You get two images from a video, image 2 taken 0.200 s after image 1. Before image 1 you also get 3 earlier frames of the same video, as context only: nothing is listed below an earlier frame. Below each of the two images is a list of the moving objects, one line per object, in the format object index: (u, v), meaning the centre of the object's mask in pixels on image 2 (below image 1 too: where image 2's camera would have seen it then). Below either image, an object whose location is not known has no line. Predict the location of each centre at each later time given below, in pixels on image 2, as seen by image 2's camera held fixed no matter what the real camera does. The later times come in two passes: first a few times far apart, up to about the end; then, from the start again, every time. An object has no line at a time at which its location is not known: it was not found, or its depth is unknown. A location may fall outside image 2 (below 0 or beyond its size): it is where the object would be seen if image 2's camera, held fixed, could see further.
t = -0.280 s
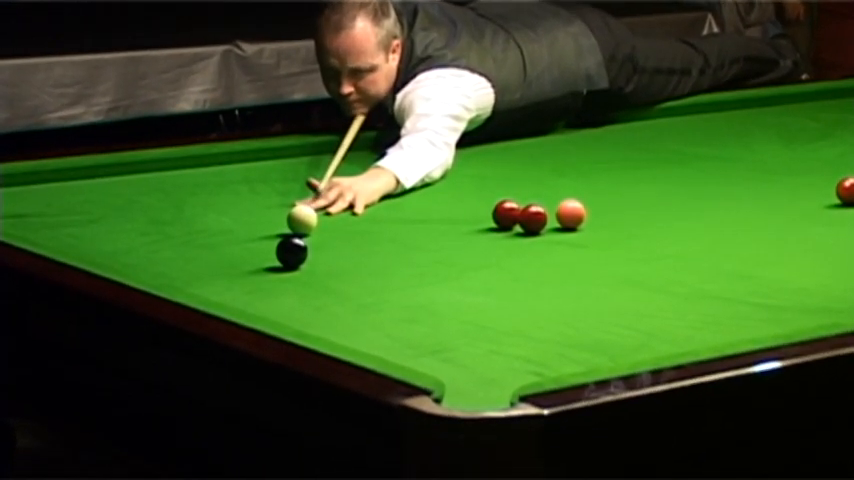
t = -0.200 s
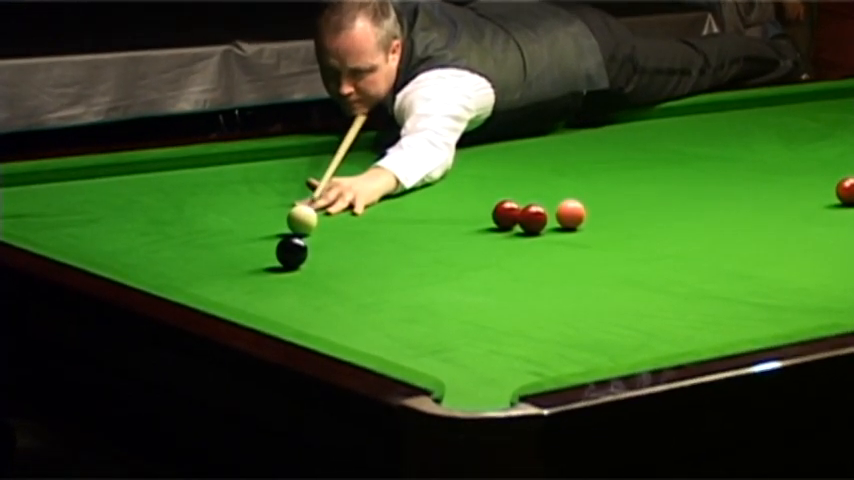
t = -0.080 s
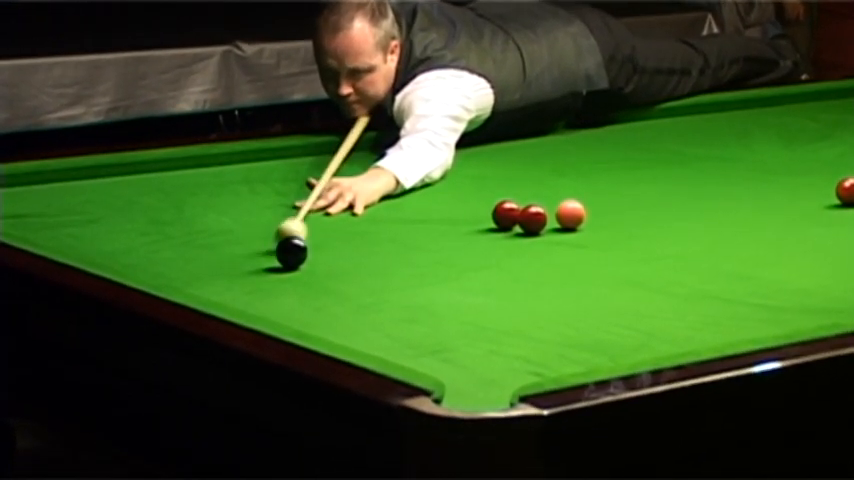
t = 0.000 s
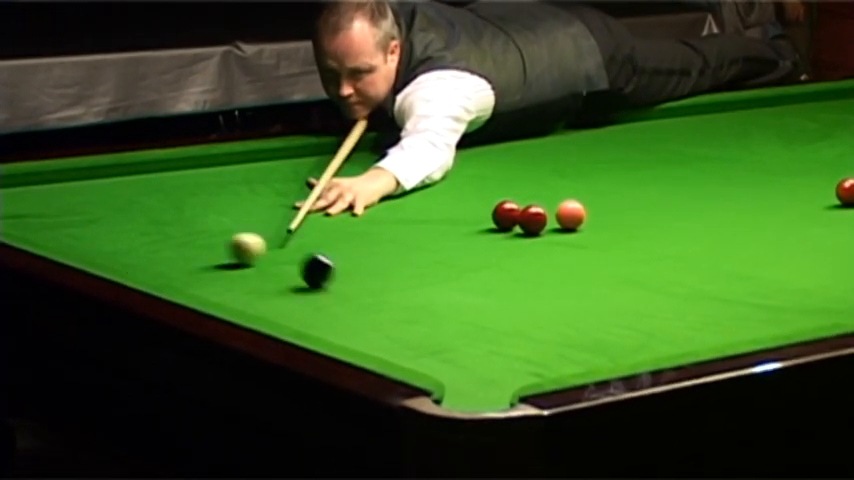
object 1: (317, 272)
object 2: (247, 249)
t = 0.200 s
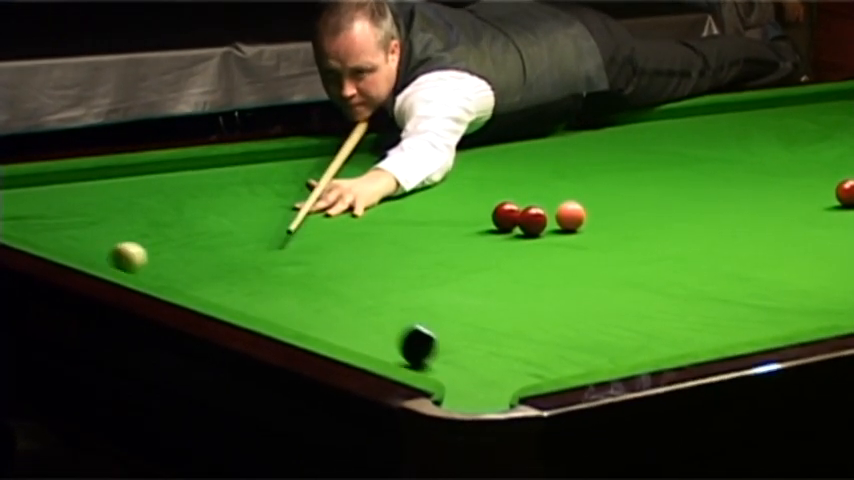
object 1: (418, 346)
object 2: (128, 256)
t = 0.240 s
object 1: (439, 361)
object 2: (107, 255)
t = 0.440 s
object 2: (124, 246)
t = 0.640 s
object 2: (159, 231)
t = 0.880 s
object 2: (196, 215)
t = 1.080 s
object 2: (223, 202)
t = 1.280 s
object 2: (248, 191)
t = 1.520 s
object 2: (275, 179)
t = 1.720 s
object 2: (295, 168)
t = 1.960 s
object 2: (317, 158)
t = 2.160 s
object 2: (333, 150)
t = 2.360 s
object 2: (354, 145)
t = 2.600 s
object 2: (393, 145)
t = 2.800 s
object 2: (424, 145)
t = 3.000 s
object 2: (452, 145)
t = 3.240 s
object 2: (484, 144)
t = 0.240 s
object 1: (439, 361)
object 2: (107, 255)
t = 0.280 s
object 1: (460, 376)
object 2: (94, 253)
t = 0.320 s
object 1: (480, 391)
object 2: (102, 252)
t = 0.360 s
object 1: (486, 400)
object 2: (110, 251)
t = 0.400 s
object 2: (117, 250)
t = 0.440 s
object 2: (124, 246)
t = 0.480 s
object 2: (131, 243)
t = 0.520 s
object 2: (139, 240)
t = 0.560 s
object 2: (146, 237)
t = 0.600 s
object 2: (152, 234)
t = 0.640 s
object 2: (159, 231)
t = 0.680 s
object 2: (165, 228)
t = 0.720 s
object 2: (172, 225)
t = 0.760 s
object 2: (178, 223)
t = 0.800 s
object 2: (184, 220)
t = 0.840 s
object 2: (190, 217)
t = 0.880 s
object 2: (196, 215)
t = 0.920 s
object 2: (201, 212)
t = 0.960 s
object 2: (207, 210)
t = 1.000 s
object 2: (213, 207)
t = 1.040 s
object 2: (218, 204)
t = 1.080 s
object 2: (223, 202)
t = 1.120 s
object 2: (229, 200)
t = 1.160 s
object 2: (234, 198)
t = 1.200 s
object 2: (239, 195)
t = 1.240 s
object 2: (243, 193)
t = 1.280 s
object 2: (248, 191)
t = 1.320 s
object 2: (253, 189)
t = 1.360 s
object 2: (258, 187)
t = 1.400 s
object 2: (262, 184)
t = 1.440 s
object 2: (266, 183)
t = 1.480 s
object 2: (271, 180)
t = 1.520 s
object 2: (275, 179)
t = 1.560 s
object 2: (279, 177)
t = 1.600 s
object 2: (283, 174)
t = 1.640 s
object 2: (287, 172)
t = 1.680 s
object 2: (291, 171)
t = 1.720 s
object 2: (295, 168)
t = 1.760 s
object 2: (299, 167)
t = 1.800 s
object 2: (302, 165)
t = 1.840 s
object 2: (306, 163)
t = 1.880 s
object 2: (310, 161)
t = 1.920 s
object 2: (313, 160)
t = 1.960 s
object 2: (317, 158)
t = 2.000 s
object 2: (320, 156)
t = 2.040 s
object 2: (323, 155)
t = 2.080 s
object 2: (327, 153)
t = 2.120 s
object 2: (329, 152)
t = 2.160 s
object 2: (333, 150)
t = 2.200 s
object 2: (335, 149)
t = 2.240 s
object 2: (338, 147)
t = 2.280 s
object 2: (341, 146)
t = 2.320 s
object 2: (346, 145)
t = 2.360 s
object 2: (354, 145)
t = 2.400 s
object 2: (360, 145)
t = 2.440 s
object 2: (367, 145)
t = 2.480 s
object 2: (374, 145)
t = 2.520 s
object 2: (380, 145)
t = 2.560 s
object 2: (387, 145)
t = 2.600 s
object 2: (393, 145)
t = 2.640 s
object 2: (400, 145)
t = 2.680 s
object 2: (406, 145)
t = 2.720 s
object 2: (412, 145)
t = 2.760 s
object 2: (418, 145)
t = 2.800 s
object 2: (424, 145)
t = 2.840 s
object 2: (430, 145)
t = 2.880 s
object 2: (435, 145)
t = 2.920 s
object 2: (441, 145)
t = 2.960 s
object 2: (447, 145)
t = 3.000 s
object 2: (452, 145)
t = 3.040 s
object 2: (457, 145)
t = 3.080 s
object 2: (463, 144)
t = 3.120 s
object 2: (468, 145)
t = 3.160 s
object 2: (474, 144)
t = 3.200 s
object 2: (479, 144)
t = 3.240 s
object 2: (484, 144)
